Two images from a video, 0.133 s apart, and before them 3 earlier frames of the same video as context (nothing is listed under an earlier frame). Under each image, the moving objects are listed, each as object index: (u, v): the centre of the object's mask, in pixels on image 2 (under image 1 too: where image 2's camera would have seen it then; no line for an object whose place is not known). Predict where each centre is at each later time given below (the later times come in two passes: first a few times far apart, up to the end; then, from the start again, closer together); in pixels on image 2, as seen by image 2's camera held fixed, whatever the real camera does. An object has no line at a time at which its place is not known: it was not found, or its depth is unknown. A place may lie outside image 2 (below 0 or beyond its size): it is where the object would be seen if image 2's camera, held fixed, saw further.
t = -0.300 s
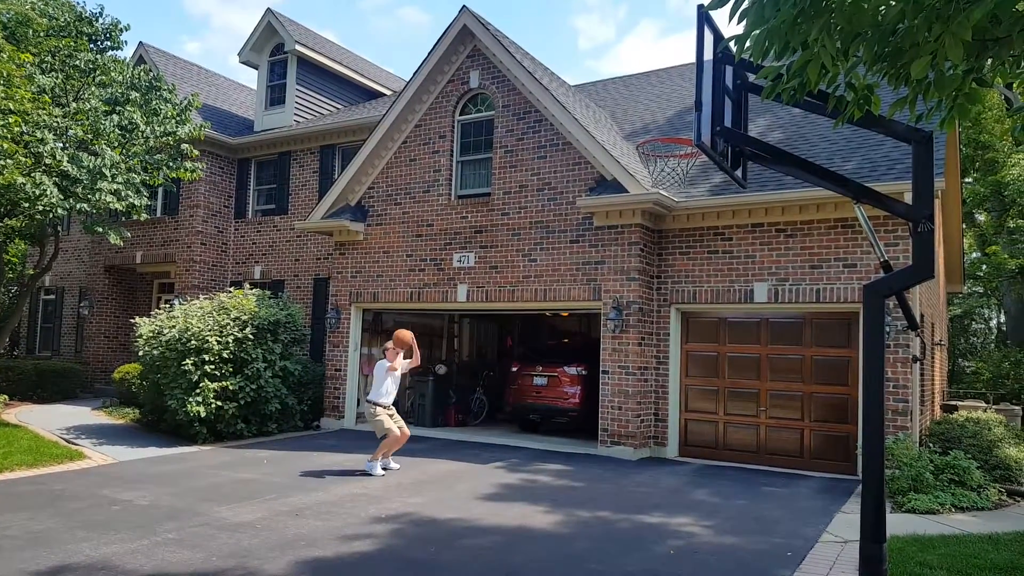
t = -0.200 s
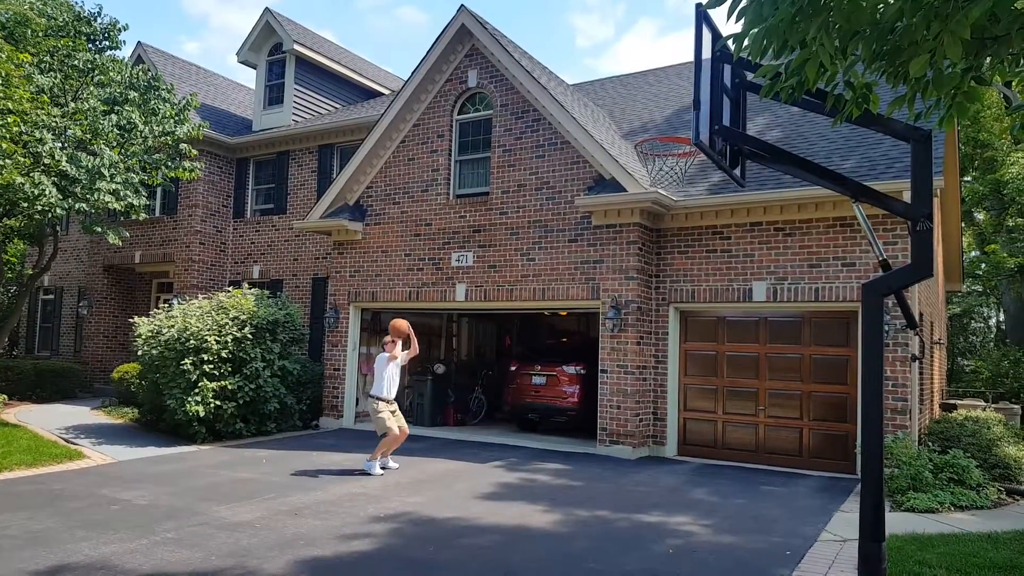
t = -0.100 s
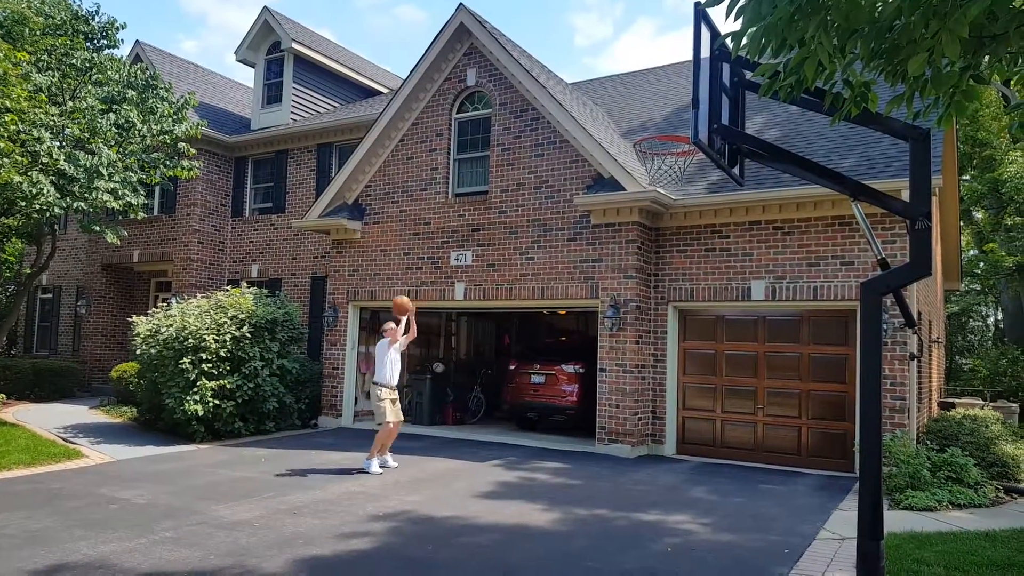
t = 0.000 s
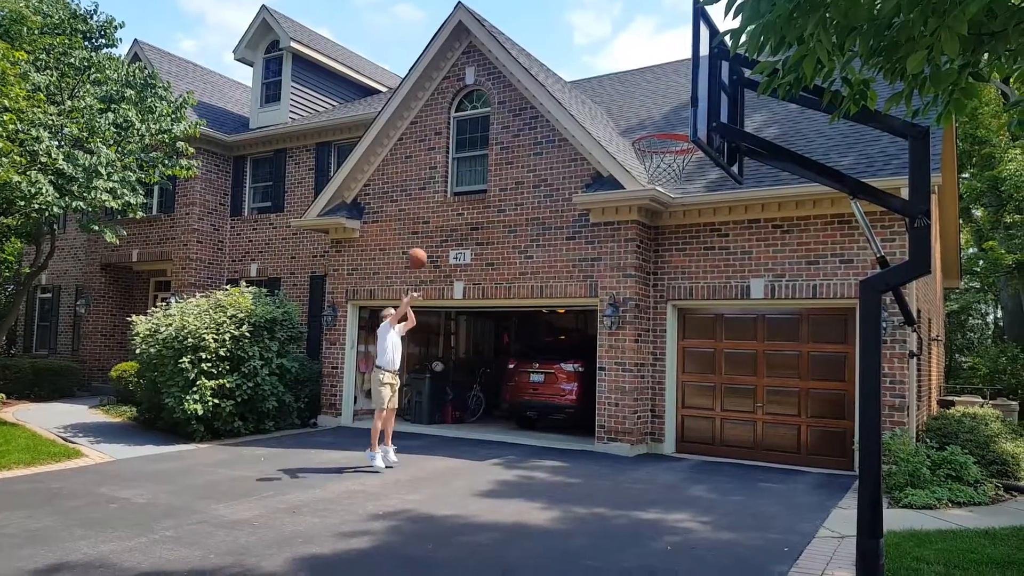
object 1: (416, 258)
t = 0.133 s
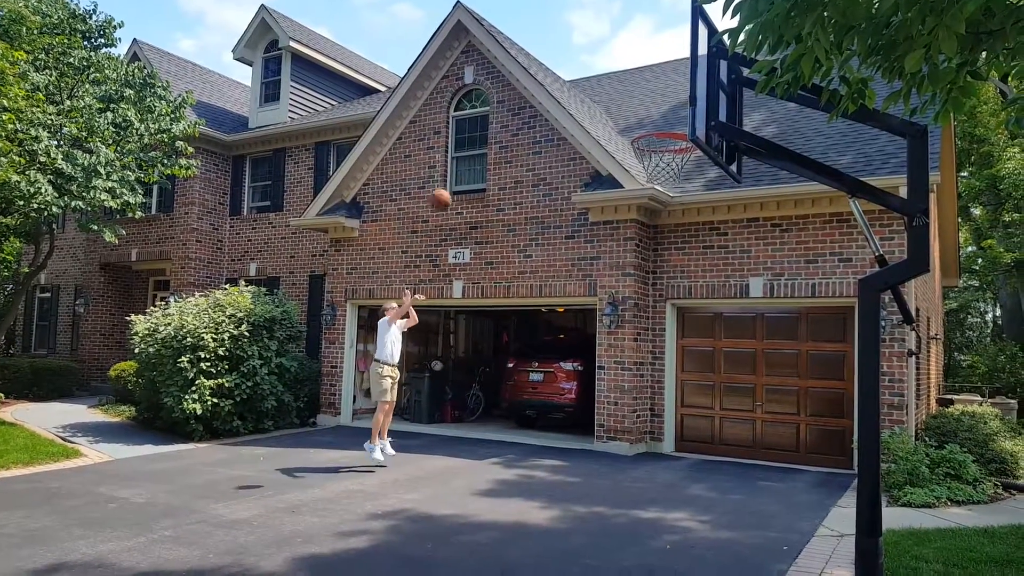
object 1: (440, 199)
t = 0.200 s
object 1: (453, 175)
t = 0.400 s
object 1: (493, 117)
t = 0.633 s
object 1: (548, 86)
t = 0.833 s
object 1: (604, 104)
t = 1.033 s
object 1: (647, 117)
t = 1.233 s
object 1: (673, 117)
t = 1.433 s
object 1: (659, 156)
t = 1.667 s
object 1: (615, 261)
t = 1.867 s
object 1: (575, 422)
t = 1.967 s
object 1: (555, 532)
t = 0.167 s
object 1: (447, 187)
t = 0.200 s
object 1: (453, 175)
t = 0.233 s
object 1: (460, 164)
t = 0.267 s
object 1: (465, 152)
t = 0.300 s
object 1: (473, 142)
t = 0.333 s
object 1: (479, 130)
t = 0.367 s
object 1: (486, 125)
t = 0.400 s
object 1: (493, 117)
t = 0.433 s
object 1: (501, 110)
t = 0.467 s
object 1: (508, 103)
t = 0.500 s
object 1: (516, 98)
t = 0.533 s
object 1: (524, 93)
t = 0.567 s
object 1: (532, 89)
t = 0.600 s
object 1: (540, 87)
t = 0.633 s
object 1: (548, 86)
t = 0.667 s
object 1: (556, 85)
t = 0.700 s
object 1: (565, 86)
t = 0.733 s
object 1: (575, 89)
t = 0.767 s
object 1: (584, 92)
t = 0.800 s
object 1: (593, 97)
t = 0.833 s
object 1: (604, 104)
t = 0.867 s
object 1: (614, 113)
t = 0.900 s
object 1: (625, 123)
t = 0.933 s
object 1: (635, 133)
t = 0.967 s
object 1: (638, 128)
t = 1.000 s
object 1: (643, 121)
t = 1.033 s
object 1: (647, 117)
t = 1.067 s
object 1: (652, 114)
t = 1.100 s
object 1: (656, 112)
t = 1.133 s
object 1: (661, 111)
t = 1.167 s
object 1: (666, 112)
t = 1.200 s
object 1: (670, 114)
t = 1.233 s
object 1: (673, 117)
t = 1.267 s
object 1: (676, 123)
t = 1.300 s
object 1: (677, 130)
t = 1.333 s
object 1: (674, 134)
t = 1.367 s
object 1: (671, 140)
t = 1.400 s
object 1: (664, 148)
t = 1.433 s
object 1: (659, 156)
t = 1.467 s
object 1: (652, 165)
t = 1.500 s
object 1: (646, 177)
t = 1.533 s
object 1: (639, 191)
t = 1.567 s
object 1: (635, 206)
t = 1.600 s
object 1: (628, 223)
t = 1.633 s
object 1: (621, 241)
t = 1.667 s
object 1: (615, 261)
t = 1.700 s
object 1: (608, 283)
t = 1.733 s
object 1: (602, 308)
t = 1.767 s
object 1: (594, 333)
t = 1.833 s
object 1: (582, 389)
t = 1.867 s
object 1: (575, 422)
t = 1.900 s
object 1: (568, 456)
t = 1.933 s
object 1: (563, 492)
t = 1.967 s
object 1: (555, 532)
